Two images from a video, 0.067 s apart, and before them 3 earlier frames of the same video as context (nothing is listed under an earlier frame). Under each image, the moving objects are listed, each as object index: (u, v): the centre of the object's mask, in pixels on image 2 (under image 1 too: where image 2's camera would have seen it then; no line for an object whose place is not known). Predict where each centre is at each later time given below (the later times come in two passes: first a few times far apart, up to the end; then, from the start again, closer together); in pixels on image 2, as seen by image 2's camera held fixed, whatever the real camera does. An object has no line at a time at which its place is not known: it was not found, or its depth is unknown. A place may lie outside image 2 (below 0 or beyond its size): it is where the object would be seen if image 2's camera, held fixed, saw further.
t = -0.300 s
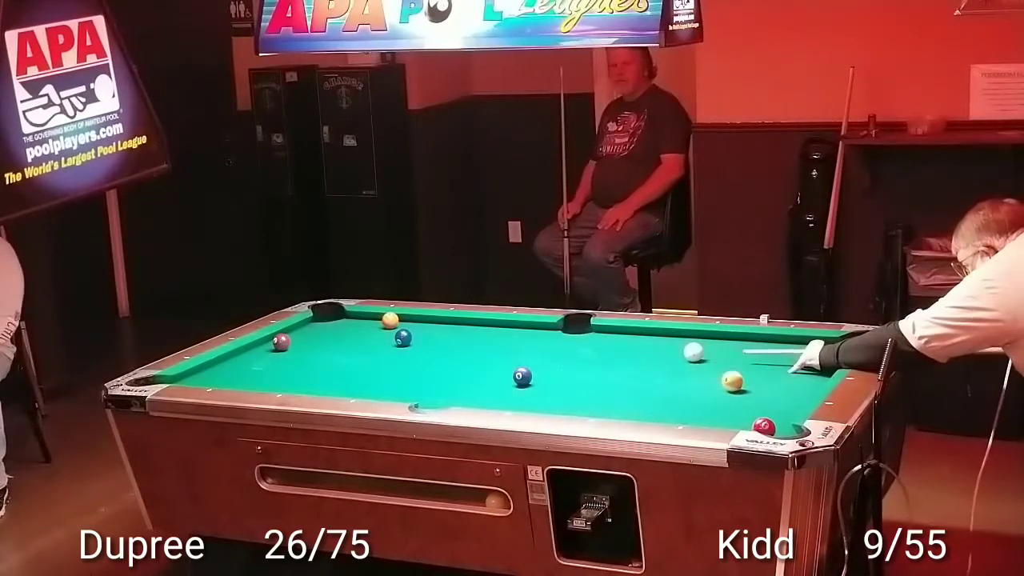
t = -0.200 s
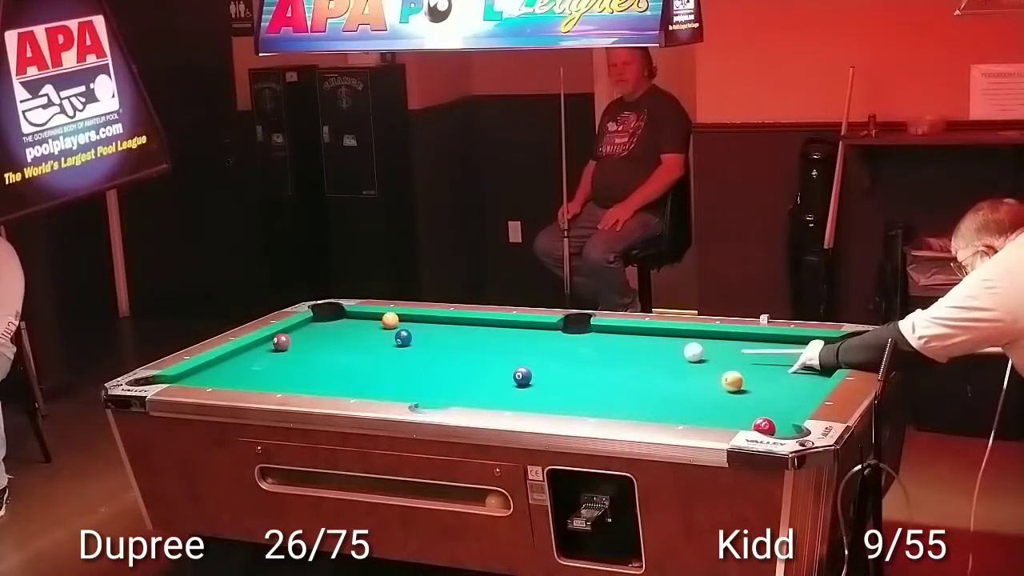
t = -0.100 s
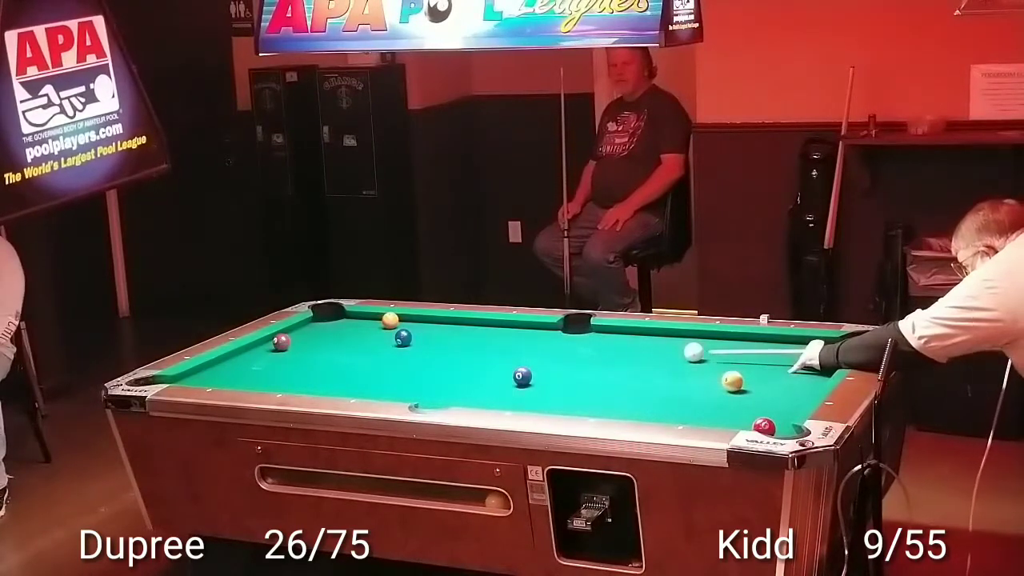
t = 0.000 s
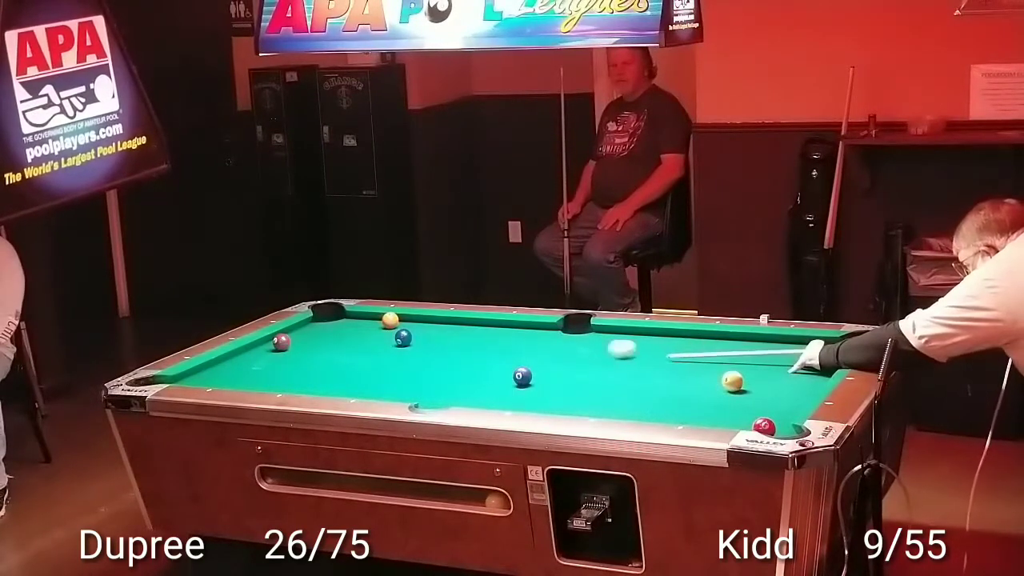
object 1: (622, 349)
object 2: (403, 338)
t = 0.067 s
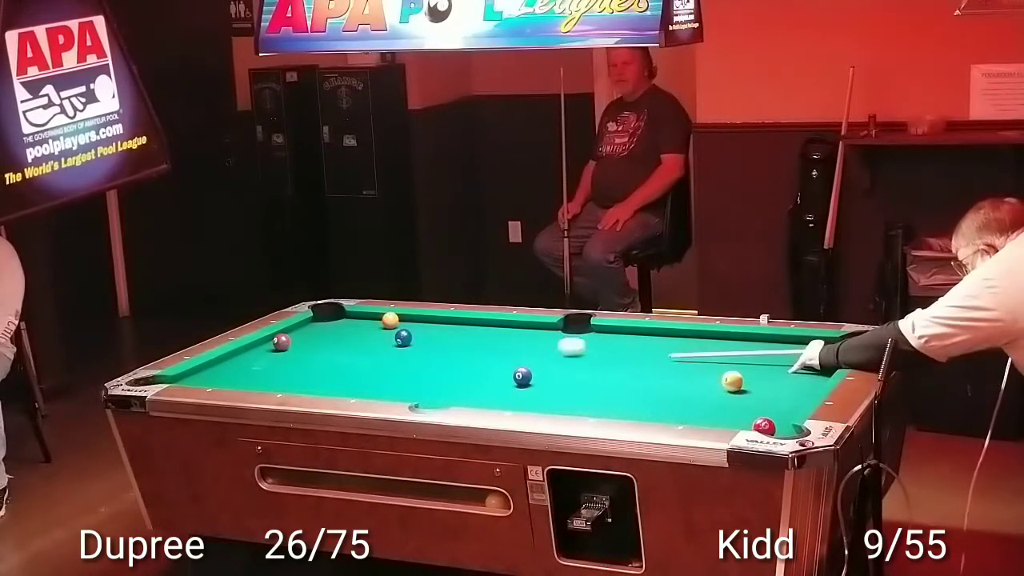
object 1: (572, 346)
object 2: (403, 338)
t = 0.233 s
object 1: (466, 342)
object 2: (403, 338)
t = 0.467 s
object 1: (376, 346)
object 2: (369, 329)
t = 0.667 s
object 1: (313, 354)
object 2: (333, 319)
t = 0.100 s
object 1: (548, 345)
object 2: (403, 338)
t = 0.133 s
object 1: (526, 345)
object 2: (403, 338)
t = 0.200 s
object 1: (485, 343)
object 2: (403, 338)
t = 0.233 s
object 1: (466, 342)
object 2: (403, 338)
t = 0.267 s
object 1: (448, 341)
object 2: (403, 338)
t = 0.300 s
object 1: (430, 340)
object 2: (403, 338)
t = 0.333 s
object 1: (413, 340)
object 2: (400, 337)
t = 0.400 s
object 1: (395, 344)
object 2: (384, 332)
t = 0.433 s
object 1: (386, 345)
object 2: (375, 331)
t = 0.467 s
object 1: (376, 346)
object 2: (369, 329)
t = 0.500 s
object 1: (366, 347)
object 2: (362, 327)
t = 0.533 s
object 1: (356, 349)
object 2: (356, 326)
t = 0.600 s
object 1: (334, 351)
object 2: (345, 322)
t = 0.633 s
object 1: (324, 353)
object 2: (339, 321)
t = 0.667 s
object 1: (313, 354)
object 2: (333, 319)
